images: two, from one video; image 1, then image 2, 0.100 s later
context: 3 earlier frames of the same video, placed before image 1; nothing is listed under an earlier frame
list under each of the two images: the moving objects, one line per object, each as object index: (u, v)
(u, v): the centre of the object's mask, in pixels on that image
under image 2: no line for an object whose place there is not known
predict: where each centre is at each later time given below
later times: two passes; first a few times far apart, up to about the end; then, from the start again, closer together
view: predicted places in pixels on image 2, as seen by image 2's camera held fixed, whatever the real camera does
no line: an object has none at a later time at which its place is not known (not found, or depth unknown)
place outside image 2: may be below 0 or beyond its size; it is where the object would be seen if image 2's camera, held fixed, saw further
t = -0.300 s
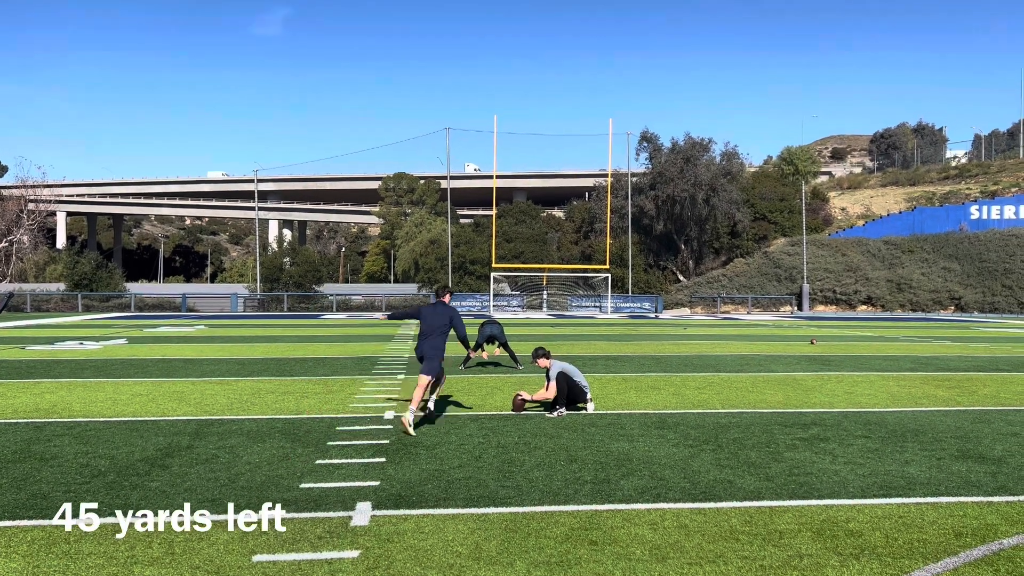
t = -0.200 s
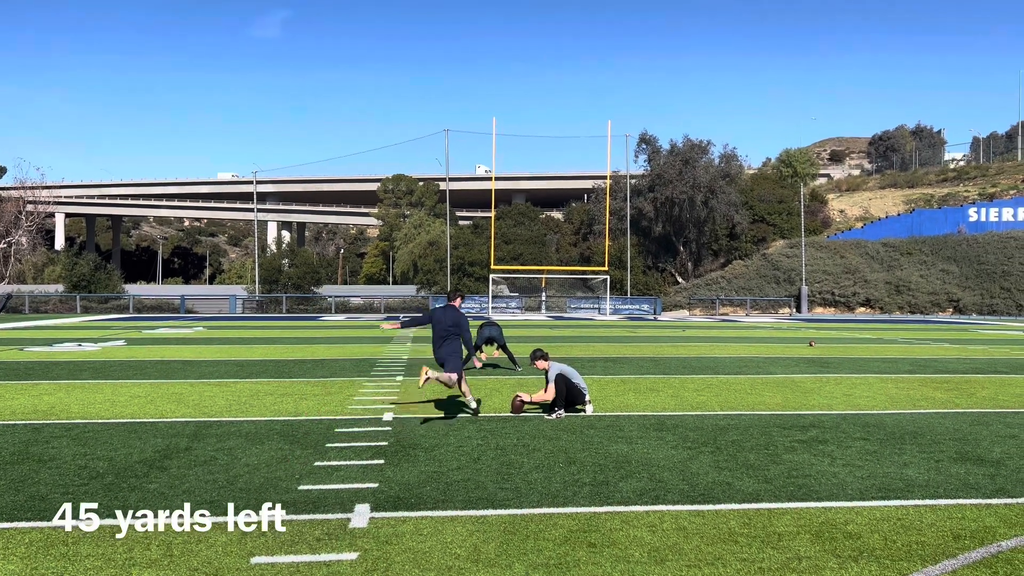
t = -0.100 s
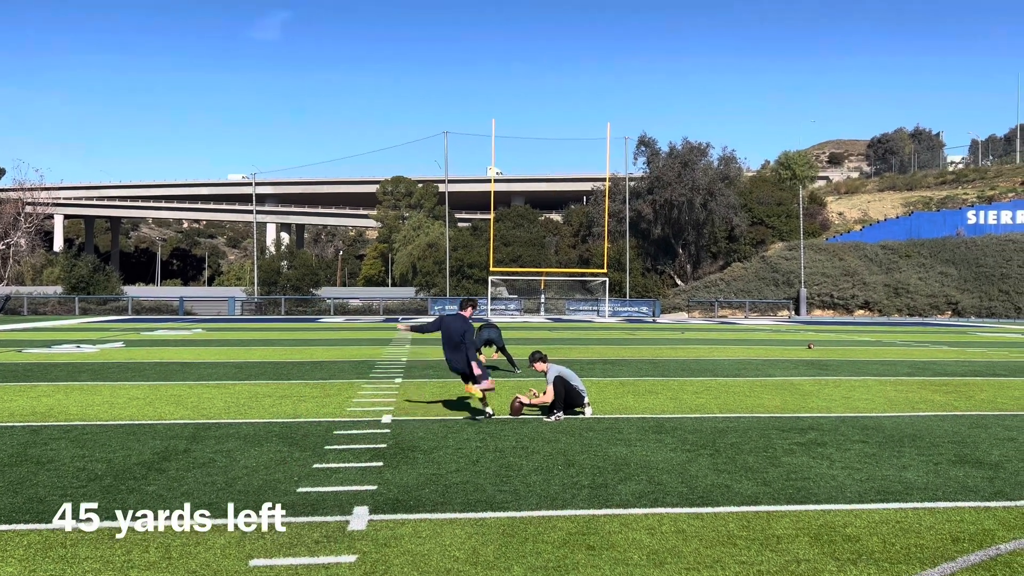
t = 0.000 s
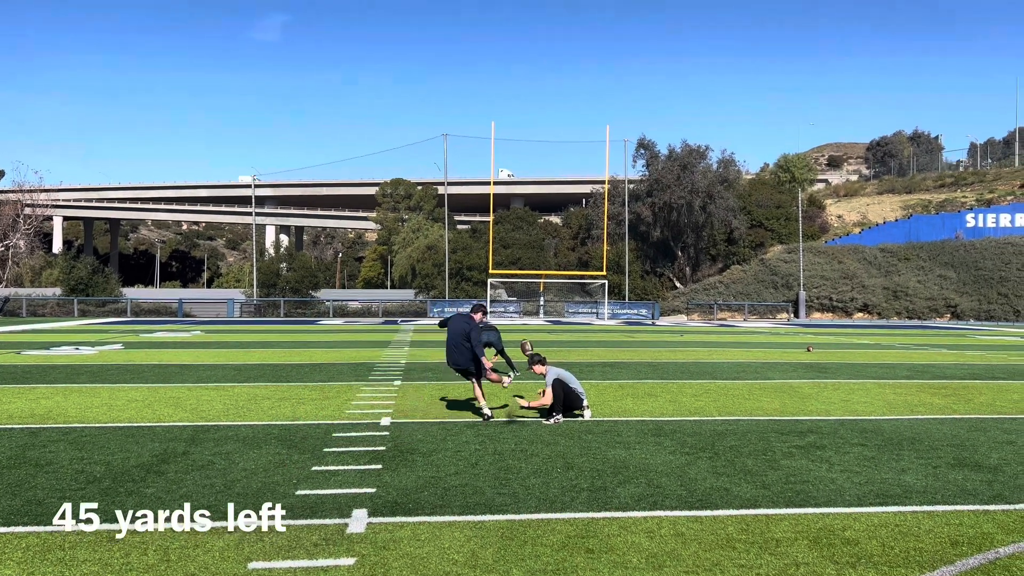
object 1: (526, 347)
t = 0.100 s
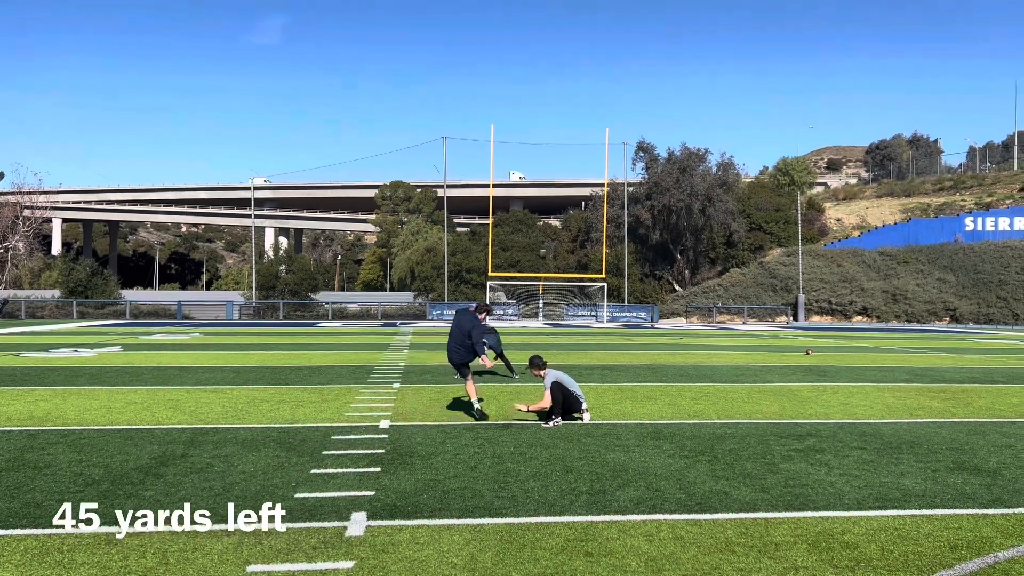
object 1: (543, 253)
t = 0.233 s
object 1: (559, 170)
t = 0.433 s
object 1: (576, 96)
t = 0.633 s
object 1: (588, 57)
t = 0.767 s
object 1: (593, 42)
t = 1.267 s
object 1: (599, 36)
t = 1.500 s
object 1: (597, 52)
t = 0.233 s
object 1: (559, 170)
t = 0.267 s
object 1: (563, 154)
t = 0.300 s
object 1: (566, 140)
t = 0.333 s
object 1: (569, 127)
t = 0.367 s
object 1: (571, 116)
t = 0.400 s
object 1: (574, 106)
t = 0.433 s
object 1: (576, 96)
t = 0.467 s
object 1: (578, 88)
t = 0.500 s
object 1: (580, 79)
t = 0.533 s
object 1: (582, 73)
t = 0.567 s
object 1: (584, 67)
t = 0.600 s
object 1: (586, 62)
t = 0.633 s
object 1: (588, 57)
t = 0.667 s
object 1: (589, 52)
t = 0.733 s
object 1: (592, 45)
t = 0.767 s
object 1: (593, 42)
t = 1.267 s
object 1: (599, 36)
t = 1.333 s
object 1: (599, 40)
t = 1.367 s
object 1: (598, 42)
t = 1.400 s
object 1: (598, 44)
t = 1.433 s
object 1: (597, 46)
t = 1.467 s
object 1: (597, 49)
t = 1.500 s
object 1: (597, 52)
